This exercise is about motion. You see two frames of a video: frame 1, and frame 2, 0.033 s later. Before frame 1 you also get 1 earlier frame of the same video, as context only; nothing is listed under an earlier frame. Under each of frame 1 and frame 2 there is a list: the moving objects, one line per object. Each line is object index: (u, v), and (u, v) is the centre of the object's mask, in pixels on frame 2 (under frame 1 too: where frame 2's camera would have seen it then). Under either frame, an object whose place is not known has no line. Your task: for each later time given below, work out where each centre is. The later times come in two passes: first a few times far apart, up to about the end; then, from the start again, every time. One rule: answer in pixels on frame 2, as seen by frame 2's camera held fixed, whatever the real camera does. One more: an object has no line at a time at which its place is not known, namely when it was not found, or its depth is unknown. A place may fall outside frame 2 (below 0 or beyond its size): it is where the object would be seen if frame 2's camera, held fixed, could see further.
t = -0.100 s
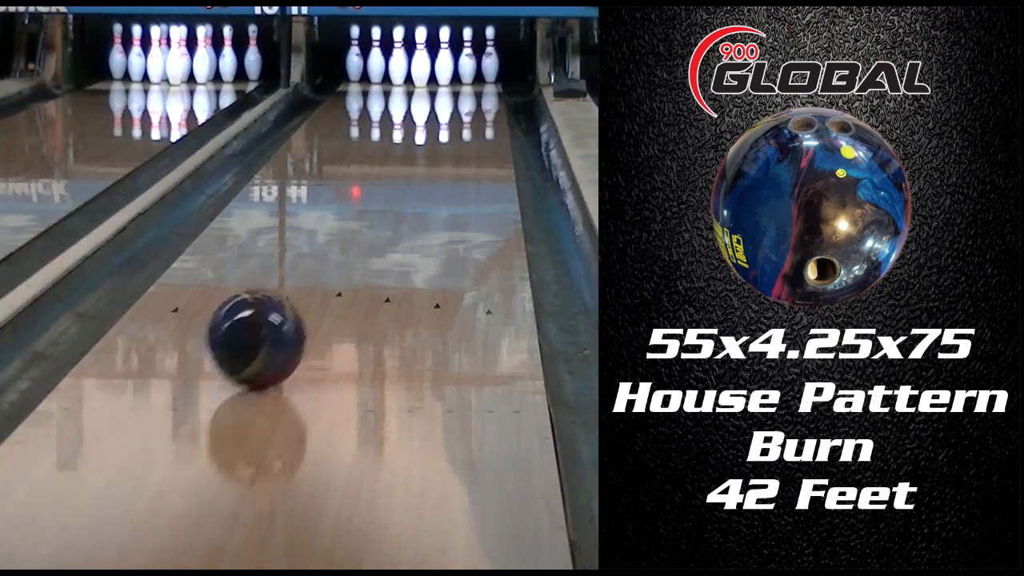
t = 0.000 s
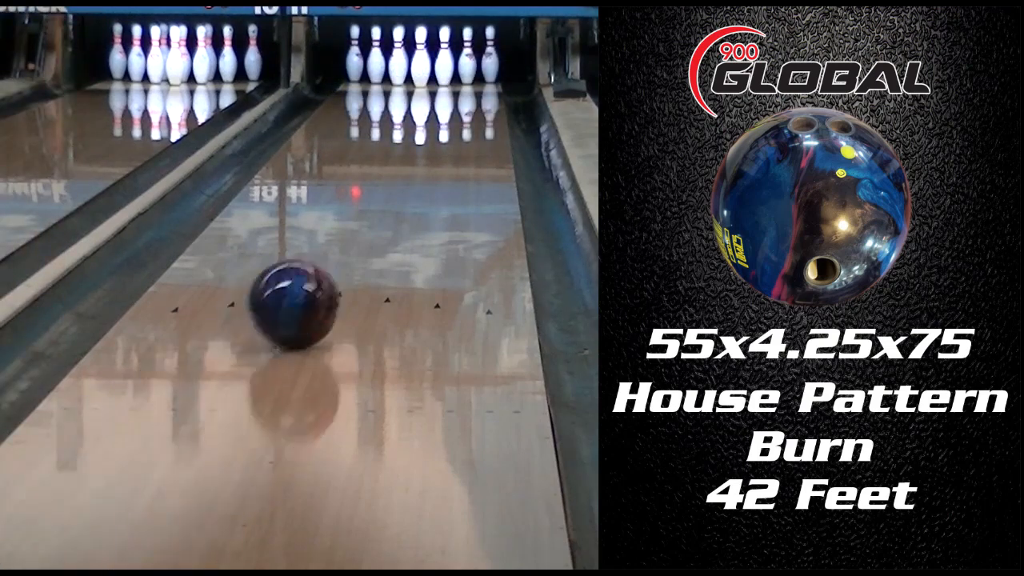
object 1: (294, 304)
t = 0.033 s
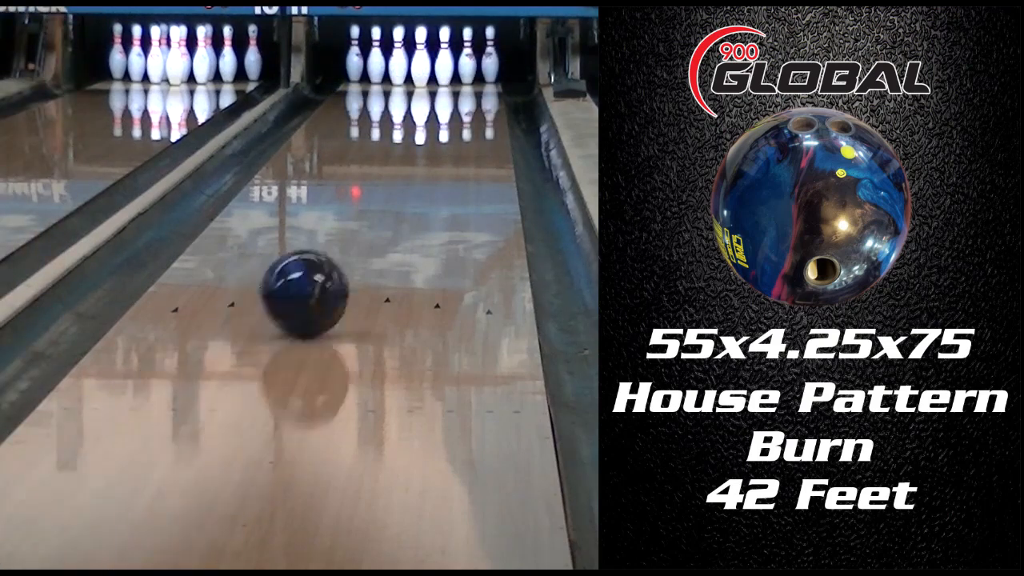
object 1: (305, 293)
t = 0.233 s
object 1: (358, 242)
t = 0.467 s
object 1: (401, 199)
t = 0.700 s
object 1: (430, 165)
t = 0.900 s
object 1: (449, 143)
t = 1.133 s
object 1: (461, 122)
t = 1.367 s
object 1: (465, 106)
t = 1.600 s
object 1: (462, 94)
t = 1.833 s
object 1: (449, 83)
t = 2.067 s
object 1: (432, 74)
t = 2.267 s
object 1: (424, 68)
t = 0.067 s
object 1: (315, 283)
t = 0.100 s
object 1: (325, 274)
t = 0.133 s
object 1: (334, 265)
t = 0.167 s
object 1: (342, 257)
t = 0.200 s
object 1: (351, 249)
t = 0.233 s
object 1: (358, 242)
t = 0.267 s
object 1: (366, 235)
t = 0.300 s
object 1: (372, 228)
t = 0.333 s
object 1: (379, 222)
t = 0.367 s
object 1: (385, 215)
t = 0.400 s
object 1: (391, 209)
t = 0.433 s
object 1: (396, 204)
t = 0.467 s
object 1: (401, 199)
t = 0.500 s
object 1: (406, 194)
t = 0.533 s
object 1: (410, 188)
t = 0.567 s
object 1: (415, 184)
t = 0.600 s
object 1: (419, 178)
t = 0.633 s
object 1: (423, 175)
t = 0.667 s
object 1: (426, 170)
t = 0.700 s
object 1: (430, 165)
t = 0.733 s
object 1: (434, 161)
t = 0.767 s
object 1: (437, 158)
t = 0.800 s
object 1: (440, 154)
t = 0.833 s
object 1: (443, 150)
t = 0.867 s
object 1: (446, 147)
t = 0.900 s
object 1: (449, 143)
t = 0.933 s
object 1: (451, 140)
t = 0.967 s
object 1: (453, 137)
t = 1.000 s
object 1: (455, 133)
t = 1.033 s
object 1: (456, 129)
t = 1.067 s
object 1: (458, 127)
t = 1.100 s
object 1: (460, 125)
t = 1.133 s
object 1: (461, 122)
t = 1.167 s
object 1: (462, 120)
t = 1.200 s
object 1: (463, 117)
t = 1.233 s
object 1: (464, 115)
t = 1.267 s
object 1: (464, 113)
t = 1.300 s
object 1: (465, 111)
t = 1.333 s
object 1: (466, 108)
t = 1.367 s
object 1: (465, 106)
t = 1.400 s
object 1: (465, 104)
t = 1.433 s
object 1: (465, 103)
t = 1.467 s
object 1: (465, 101)
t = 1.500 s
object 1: (465, 98)
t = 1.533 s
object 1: (464, 97)
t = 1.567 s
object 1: (463, 95)
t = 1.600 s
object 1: (462, 94)
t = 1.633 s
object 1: (462, 92)
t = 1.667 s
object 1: (460, 90)
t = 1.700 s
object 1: (458, 88)
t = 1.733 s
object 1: (456, 86)
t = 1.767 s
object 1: (454, 85)
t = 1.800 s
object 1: (452, 84)
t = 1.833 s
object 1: (449, 83)
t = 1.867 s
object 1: (447, 82)
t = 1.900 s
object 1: (444, 80)
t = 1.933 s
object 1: (441, 79)
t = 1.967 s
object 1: (439, 78)
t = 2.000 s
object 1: (437, 76)
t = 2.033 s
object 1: (434, 75)
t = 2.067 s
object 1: (432, 74)
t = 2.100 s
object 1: (430, 72)
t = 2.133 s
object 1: (429, 71)
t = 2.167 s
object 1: (430, 71)
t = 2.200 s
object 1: (427, 69)
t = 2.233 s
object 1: (425, 69)
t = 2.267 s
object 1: (424, 68)
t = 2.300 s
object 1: (423, 67)
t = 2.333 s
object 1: (421, 67)
